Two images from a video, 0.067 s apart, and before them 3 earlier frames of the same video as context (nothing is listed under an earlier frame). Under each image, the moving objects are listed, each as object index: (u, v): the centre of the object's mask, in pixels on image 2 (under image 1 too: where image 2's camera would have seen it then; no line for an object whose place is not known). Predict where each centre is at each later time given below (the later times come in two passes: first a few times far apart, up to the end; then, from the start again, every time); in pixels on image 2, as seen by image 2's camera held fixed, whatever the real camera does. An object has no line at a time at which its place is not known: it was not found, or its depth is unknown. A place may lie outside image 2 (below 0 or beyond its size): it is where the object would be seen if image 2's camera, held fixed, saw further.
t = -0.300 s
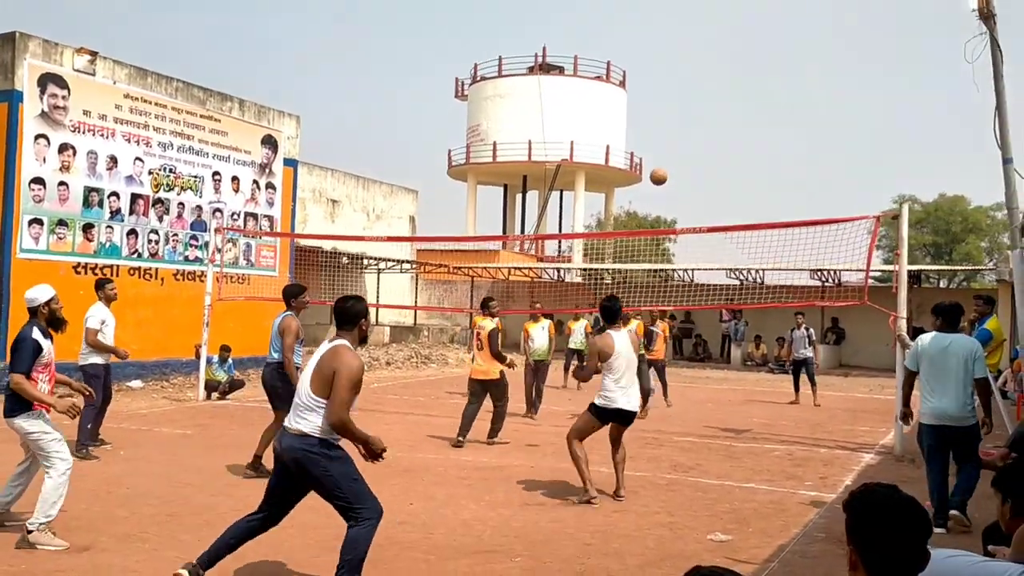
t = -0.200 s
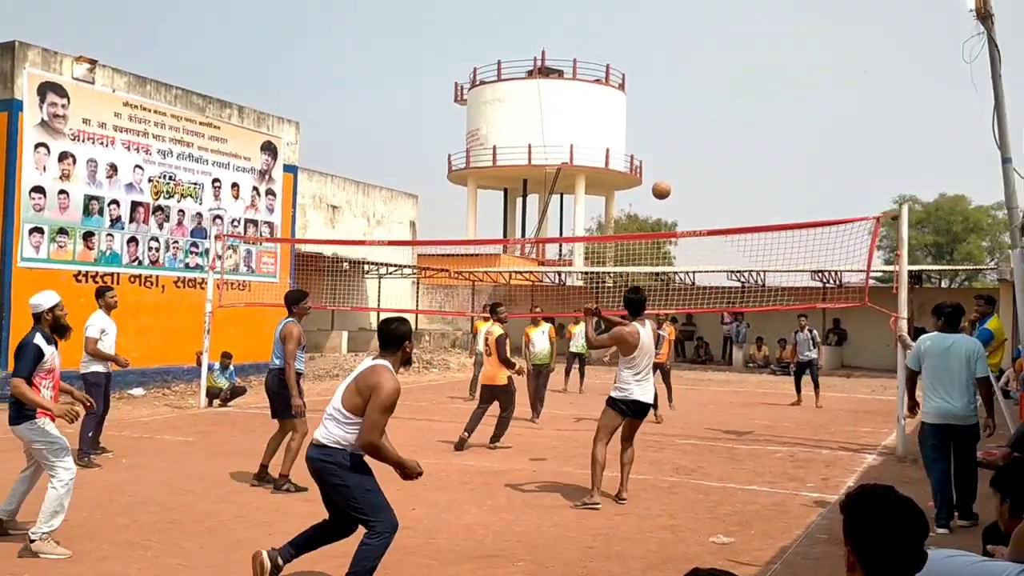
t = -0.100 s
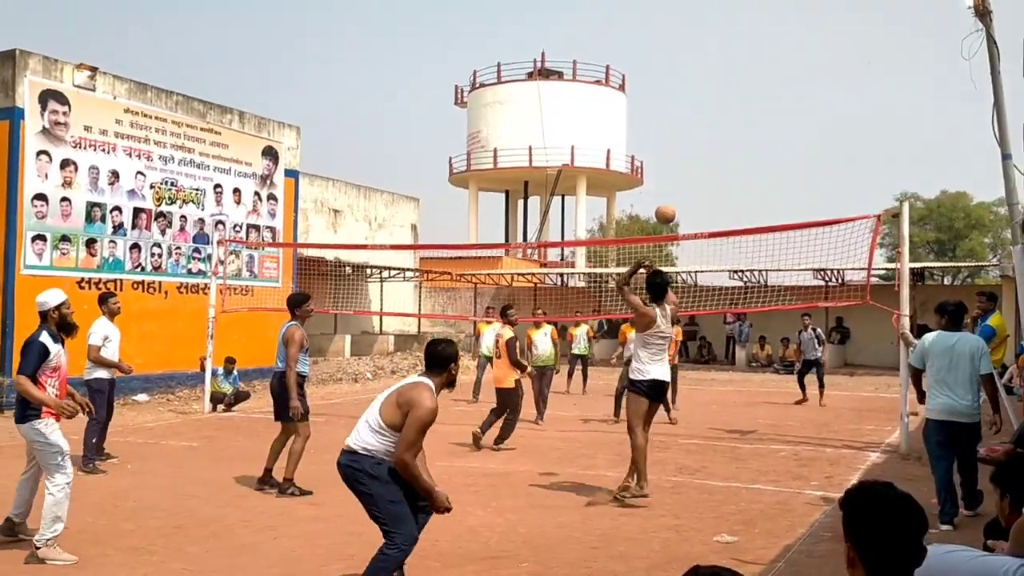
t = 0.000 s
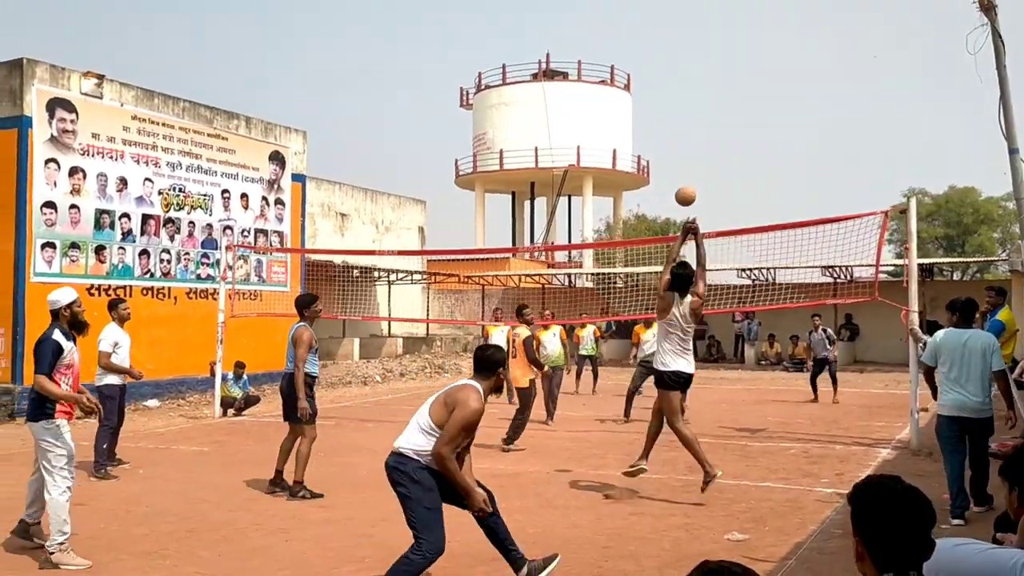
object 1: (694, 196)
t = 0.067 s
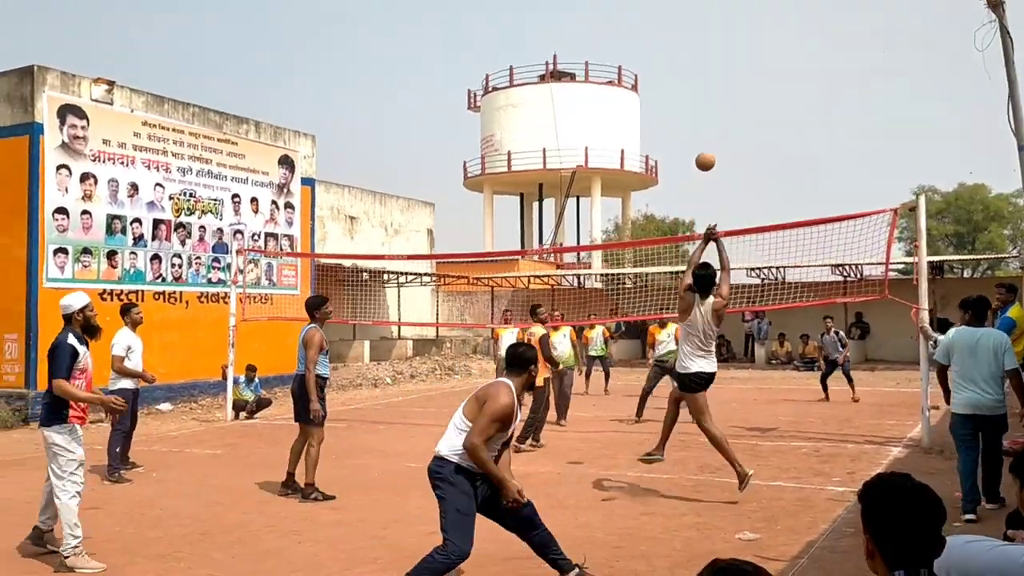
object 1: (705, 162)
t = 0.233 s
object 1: (729, 108)
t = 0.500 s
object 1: (756, 91)
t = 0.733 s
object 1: (772, 124)
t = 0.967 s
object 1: (785, 188)
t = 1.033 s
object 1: (788, 211)
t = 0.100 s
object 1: (711, 147)
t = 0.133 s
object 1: (716, 135)
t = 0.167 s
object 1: (720, 124)
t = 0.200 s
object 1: (725, 115)
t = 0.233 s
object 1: (729, 108)
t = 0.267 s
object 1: (734, 101)
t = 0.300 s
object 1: (738, 96)
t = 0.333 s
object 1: (741, 93)
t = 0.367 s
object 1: (744, 90)
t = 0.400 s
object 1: (747, 89)
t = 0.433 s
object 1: (750, 88)
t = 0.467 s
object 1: (753, 89)
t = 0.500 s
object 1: (756, 91)
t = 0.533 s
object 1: (759, 93)
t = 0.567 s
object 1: (761, 96)
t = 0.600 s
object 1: (763, 101)
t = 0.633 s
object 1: (766, 105)
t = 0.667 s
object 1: (768, 111)
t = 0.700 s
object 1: (770, 117)
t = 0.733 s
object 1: (772, 124)
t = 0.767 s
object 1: (774, 131)
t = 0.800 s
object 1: (776, 139)
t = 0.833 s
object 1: (778, 148)
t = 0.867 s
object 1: (780, 157)
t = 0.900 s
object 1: (782, 167)
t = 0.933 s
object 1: (783, 177)
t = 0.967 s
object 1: (785, 188)
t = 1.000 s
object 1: (786, 199)
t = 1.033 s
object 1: (788, 211)
